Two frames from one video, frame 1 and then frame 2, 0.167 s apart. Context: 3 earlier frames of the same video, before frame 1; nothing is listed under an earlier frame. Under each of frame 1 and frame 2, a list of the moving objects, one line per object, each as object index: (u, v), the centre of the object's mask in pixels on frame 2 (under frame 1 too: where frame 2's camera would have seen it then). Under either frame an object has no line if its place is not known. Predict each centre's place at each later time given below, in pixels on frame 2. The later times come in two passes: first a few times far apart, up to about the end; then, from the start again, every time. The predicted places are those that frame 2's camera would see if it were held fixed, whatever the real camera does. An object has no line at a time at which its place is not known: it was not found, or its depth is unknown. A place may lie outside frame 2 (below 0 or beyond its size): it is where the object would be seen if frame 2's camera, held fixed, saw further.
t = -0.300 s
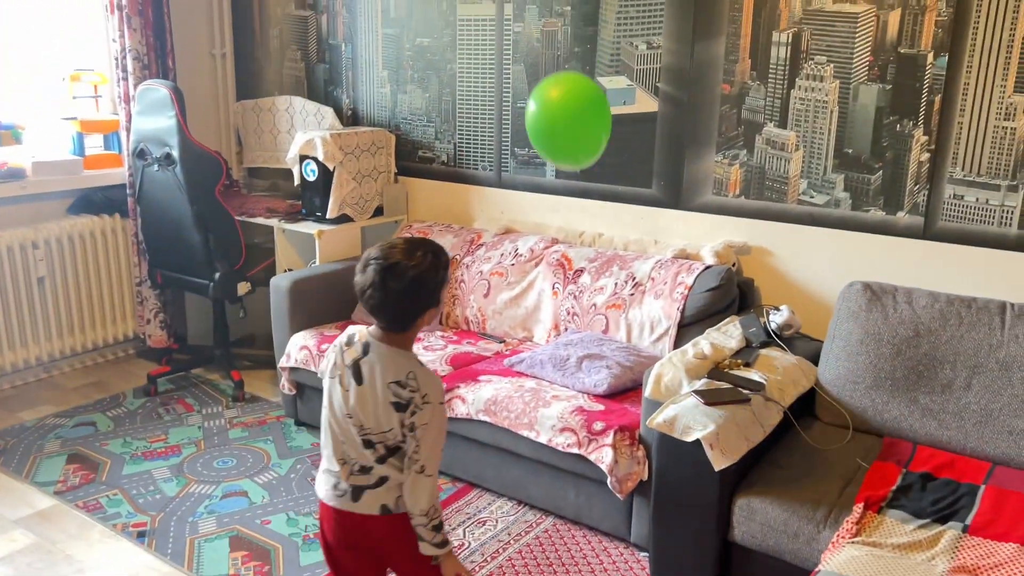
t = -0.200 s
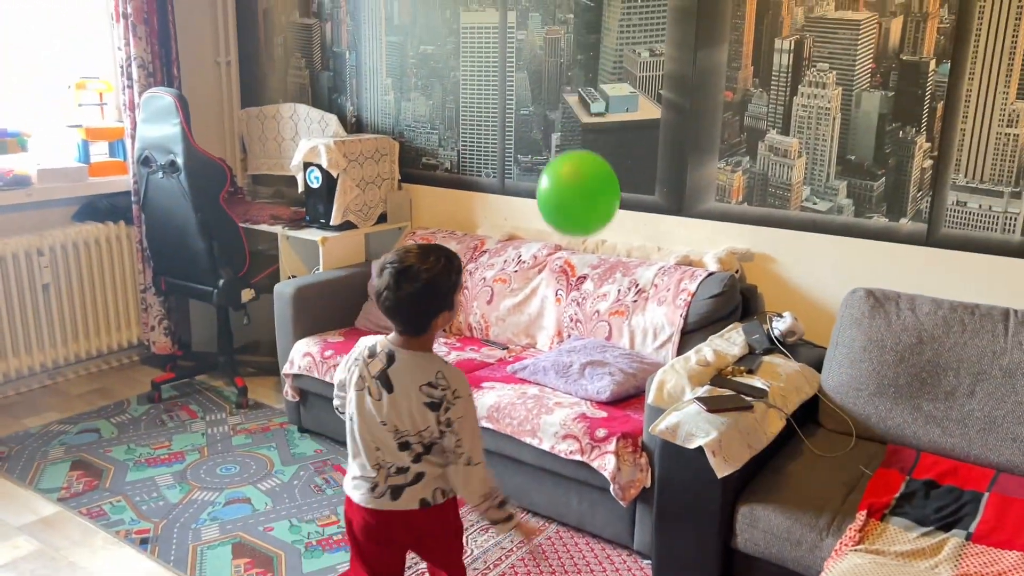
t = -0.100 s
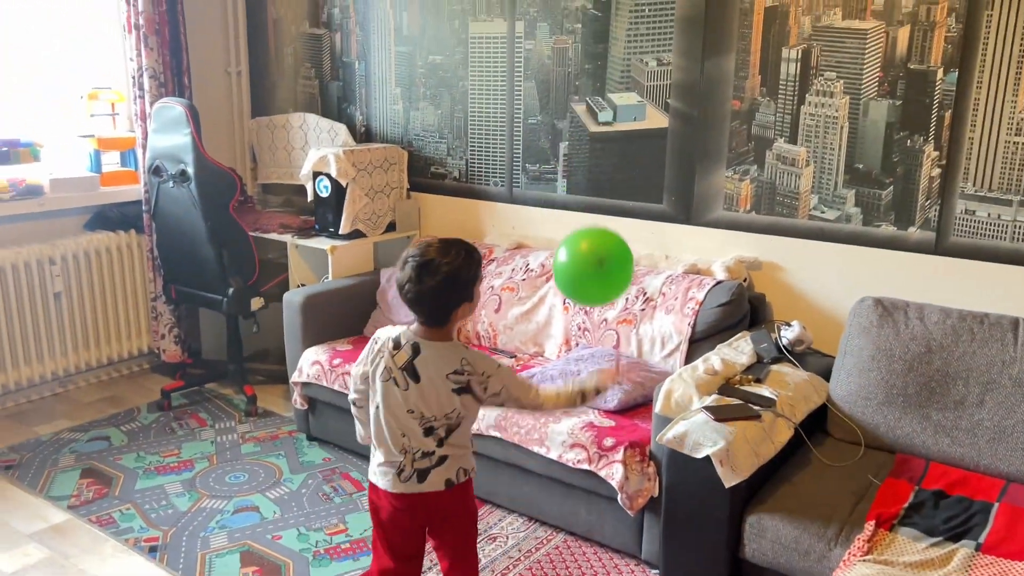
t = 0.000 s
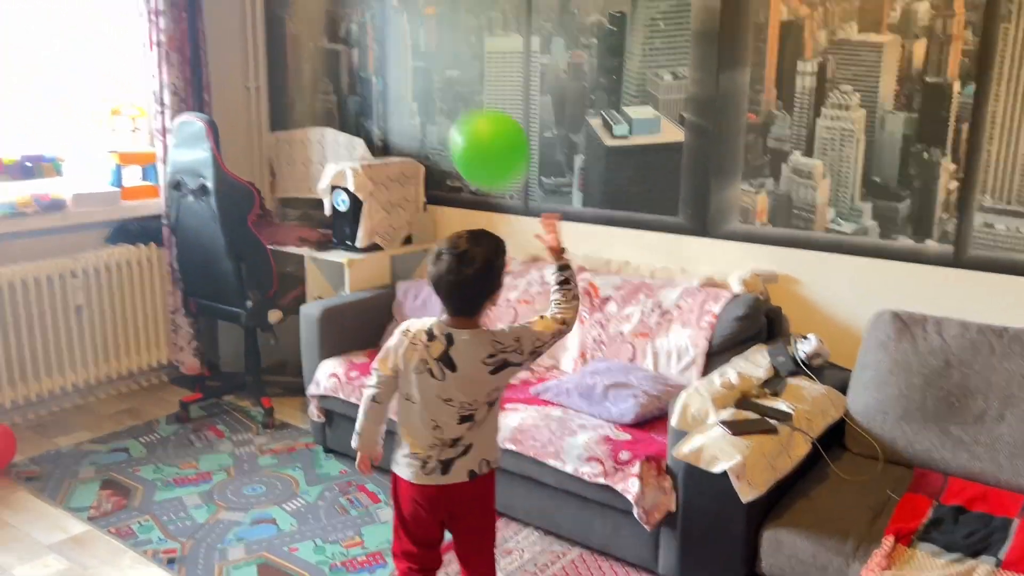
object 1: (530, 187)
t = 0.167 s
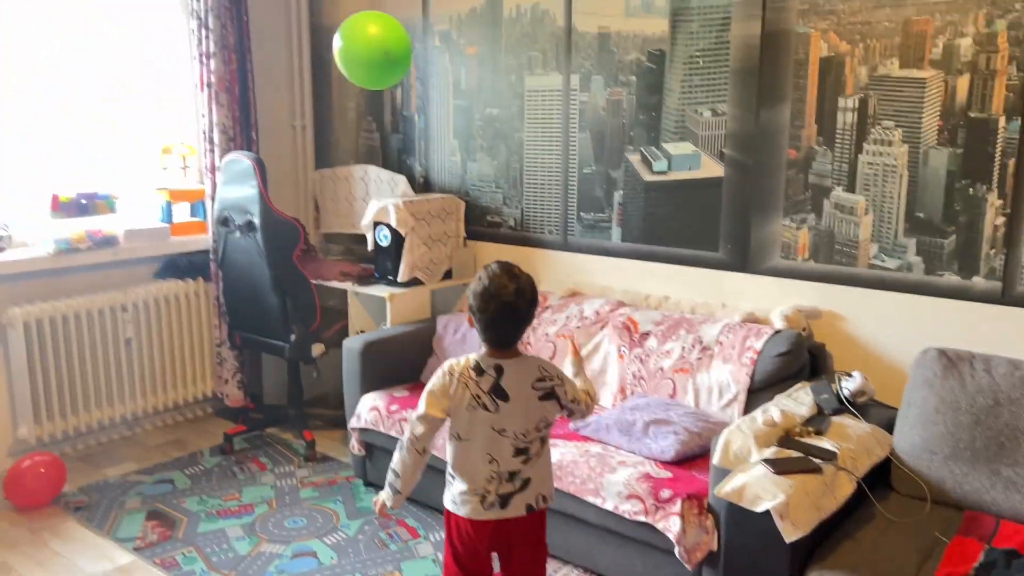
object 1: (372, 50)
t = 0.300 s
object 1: (307, 35)
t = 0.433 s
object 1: (261, 42)
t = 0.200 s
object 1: (354, 44)
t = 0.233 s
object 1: (337, 39)
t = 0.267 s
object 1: (321, 36)
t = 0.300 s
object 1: (307, 35)
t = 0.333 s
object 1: (294, 35)
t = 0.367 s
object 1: (282, 36)
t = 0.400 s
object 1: (271, 38)
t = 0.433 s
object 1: (261, 42)
